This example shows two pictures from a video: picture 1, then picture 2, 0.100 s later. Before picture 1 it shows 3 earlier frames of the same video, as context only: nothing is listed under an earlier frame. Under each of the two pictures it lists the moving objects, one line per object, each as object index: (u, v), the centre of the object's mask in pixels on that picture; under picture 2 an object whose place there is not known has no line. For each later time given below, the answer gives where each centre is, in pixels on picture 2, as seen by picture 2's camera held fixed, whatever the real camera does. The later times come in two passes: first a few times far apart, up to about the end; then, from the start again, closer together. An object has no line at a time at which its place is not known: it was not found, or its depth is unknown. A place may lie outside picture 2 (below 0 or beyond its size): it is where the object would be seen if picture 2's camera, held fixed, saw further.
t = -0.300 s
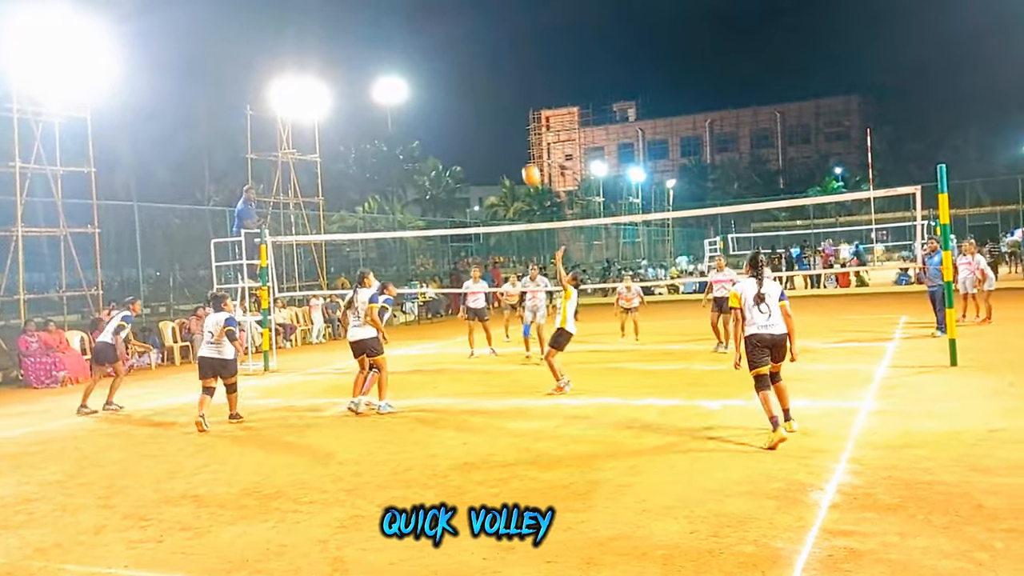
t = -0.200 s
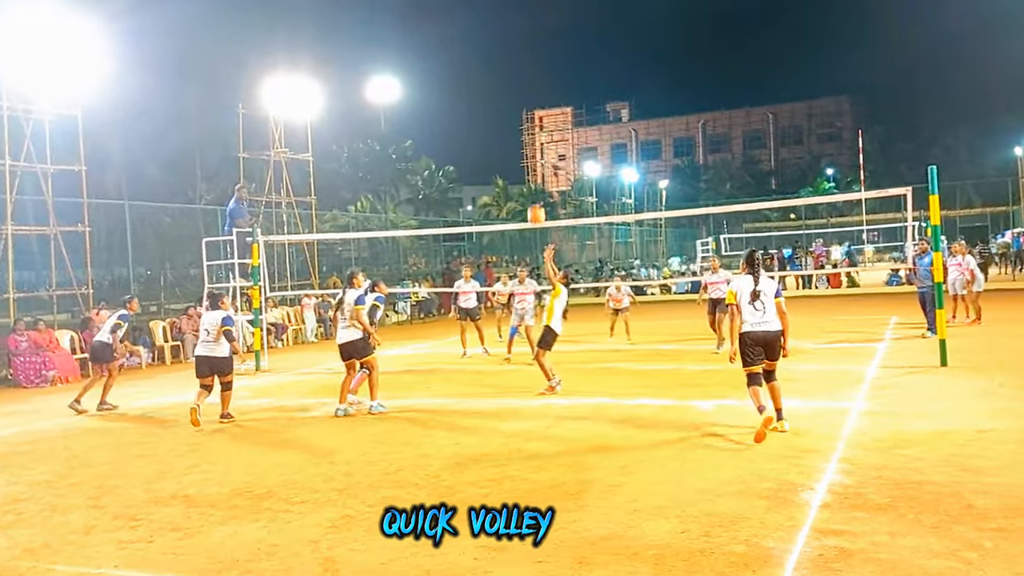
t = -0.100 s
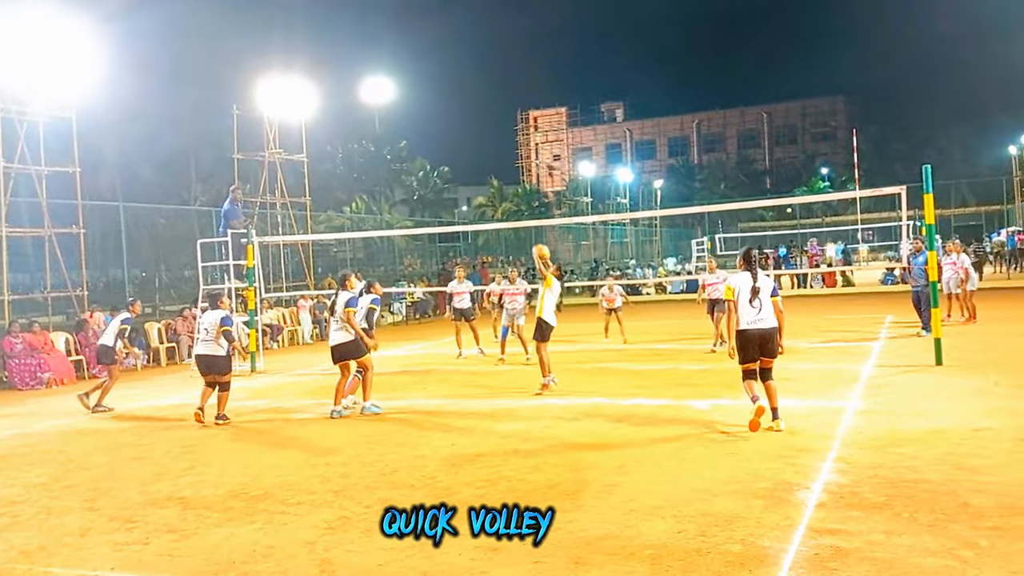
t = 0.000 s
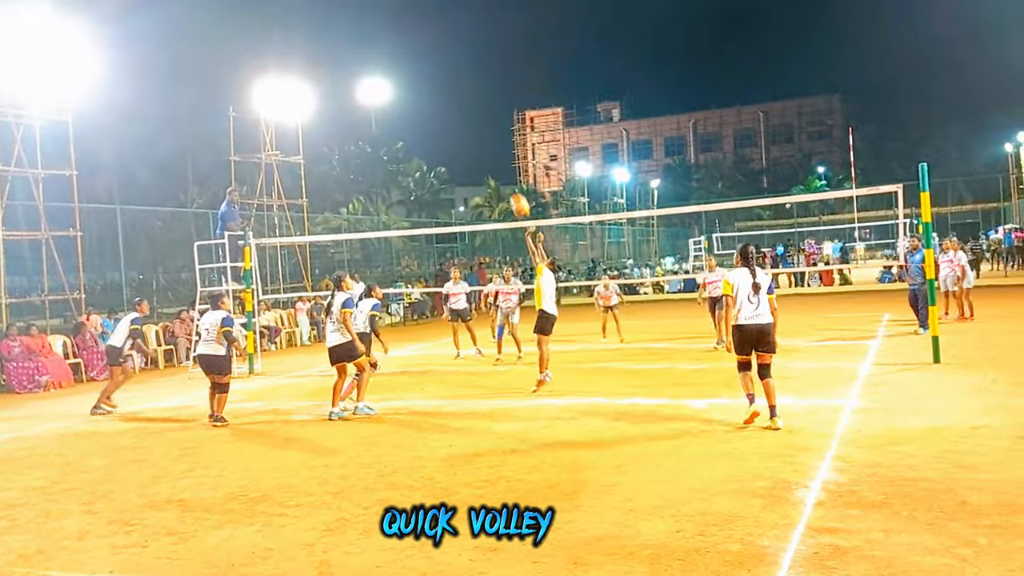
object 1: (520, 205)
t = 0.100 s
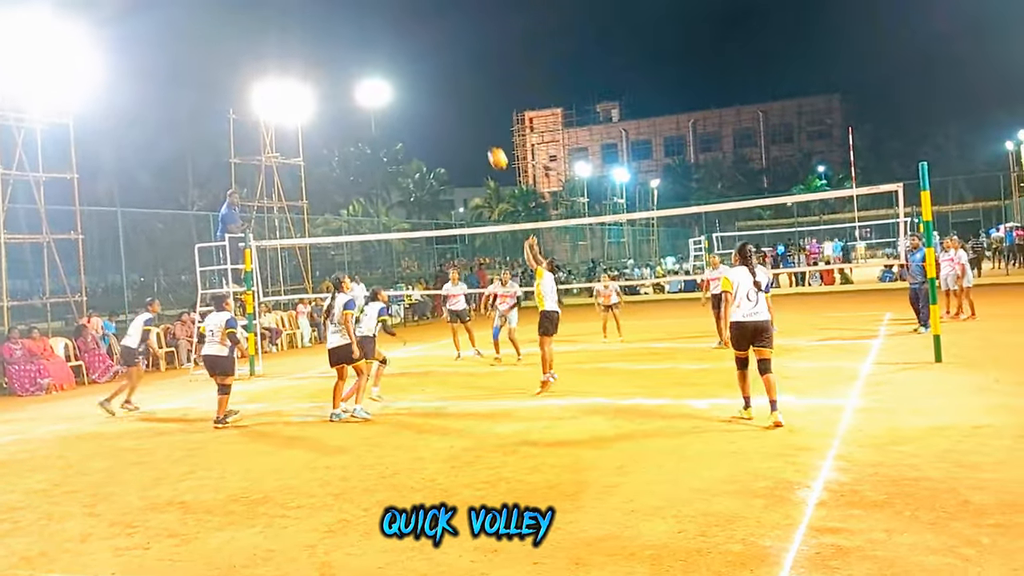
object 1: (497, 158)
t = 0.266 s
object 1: (463, 99)
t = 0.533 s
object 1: (418, 52)
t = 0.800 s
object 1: (381, 58)
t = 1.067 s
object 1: (354, 114)
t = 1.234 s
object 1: (338, 169)
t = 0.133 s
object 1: (490, 144)
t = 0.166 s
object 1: (483, 131)
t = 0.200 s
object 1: (477, 120)
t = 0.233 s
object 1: (470, 109)
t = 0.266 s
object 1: (463, 99)
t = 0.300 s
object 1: (457, 89)
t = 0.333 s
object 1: (451, 81)
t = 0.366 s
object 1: (445, 74)
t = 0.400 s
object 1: (440, 68)
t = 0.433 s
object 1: (434, 62)
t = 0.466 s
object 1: (428, 58)
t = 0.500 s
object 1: (422, 54)
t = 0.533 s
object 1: (418, 52)
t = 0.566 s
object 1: (413, 50)
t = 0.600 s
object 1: (408, 49)
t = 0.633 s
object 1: (403, 48)
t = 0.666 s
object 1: (398, 49)
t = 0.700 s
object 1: (394, 50)
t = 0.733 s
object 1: (390, 52)
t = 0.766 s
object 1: (385, 55)
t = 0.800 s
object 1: (381, 58)
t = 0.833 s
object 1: (377, 62)
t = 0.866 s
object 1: (373, 68)
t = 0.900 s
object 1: (371, 73)
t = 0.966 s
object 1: (360, 89)
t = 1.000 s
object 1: (356, 94)
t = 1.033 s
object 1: (355, 106)
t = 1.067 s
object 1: (354, 114)
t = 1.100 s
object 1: (351, 123)
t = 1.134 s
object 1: (347, 134)
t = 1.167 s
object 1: (344, 145)
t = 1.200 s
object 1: (341, 157)
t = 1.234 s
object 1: (338, 169)
